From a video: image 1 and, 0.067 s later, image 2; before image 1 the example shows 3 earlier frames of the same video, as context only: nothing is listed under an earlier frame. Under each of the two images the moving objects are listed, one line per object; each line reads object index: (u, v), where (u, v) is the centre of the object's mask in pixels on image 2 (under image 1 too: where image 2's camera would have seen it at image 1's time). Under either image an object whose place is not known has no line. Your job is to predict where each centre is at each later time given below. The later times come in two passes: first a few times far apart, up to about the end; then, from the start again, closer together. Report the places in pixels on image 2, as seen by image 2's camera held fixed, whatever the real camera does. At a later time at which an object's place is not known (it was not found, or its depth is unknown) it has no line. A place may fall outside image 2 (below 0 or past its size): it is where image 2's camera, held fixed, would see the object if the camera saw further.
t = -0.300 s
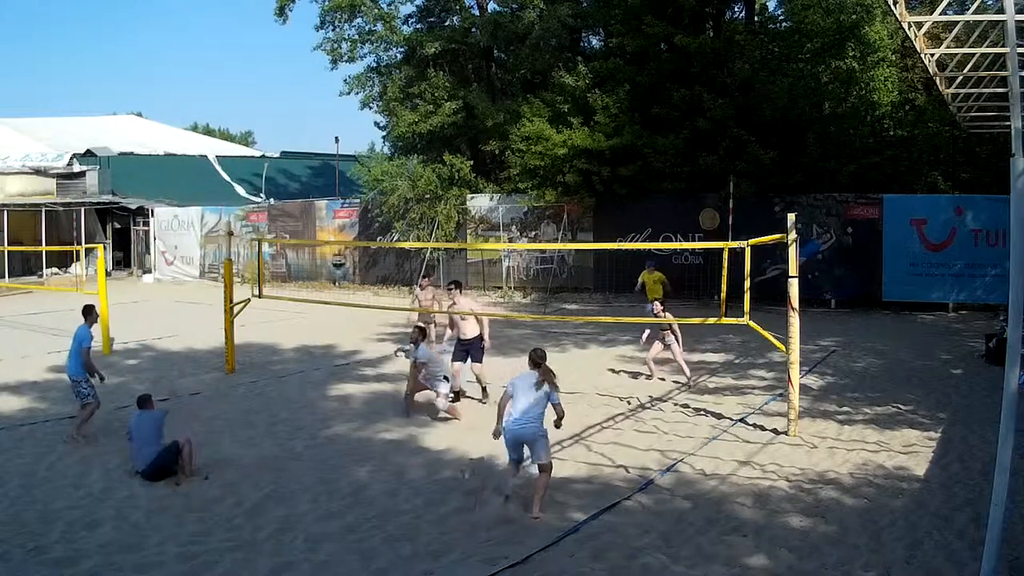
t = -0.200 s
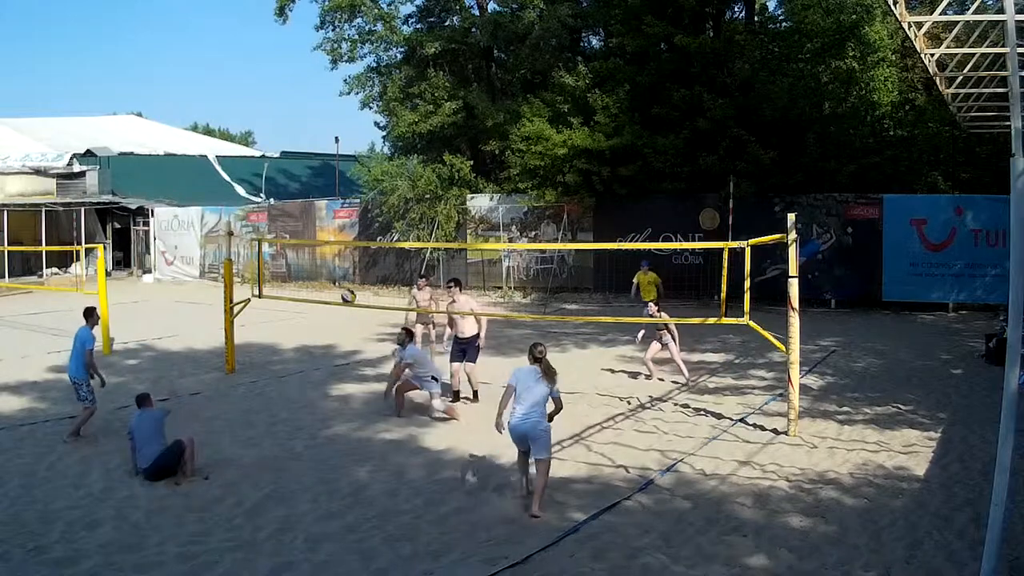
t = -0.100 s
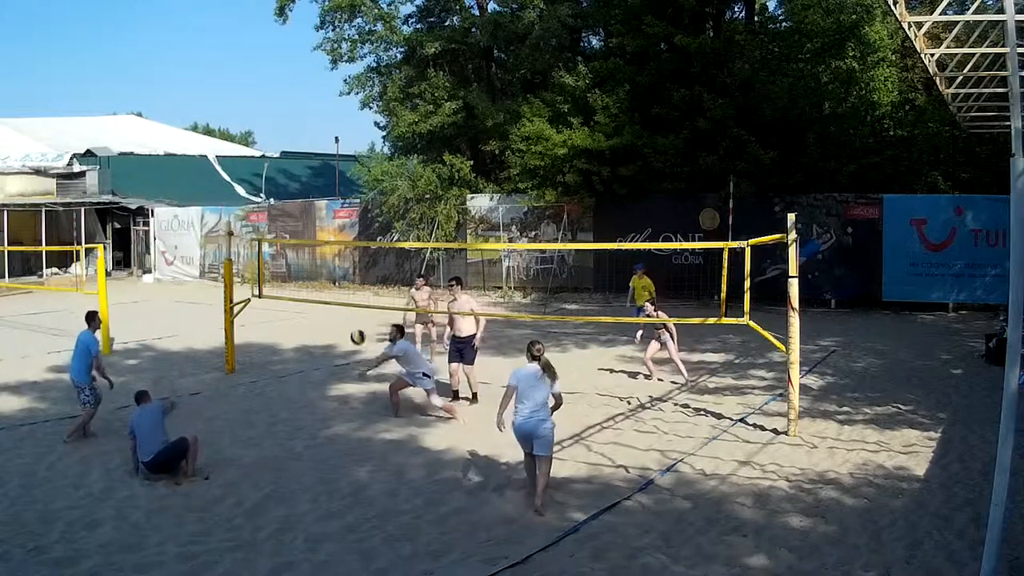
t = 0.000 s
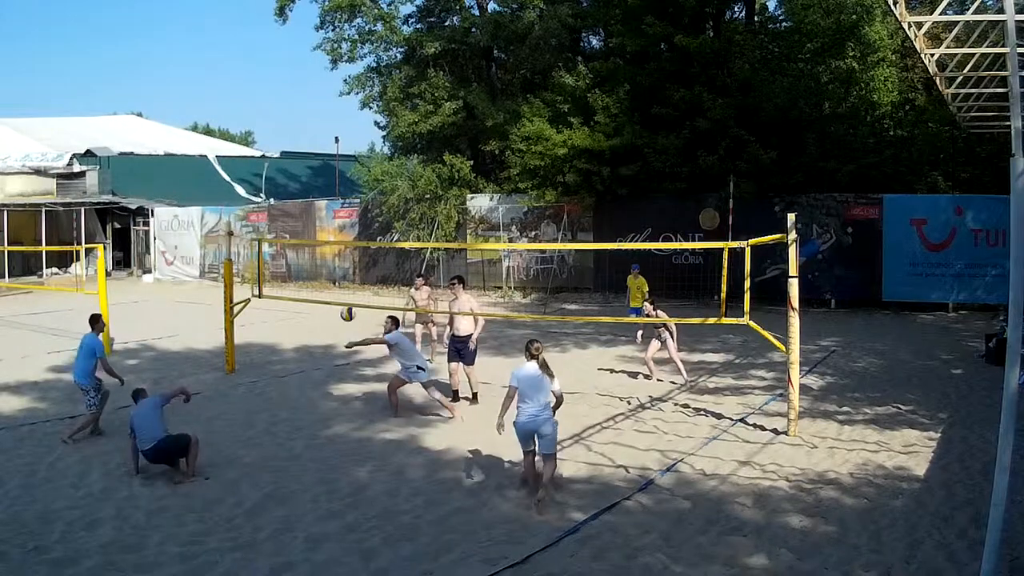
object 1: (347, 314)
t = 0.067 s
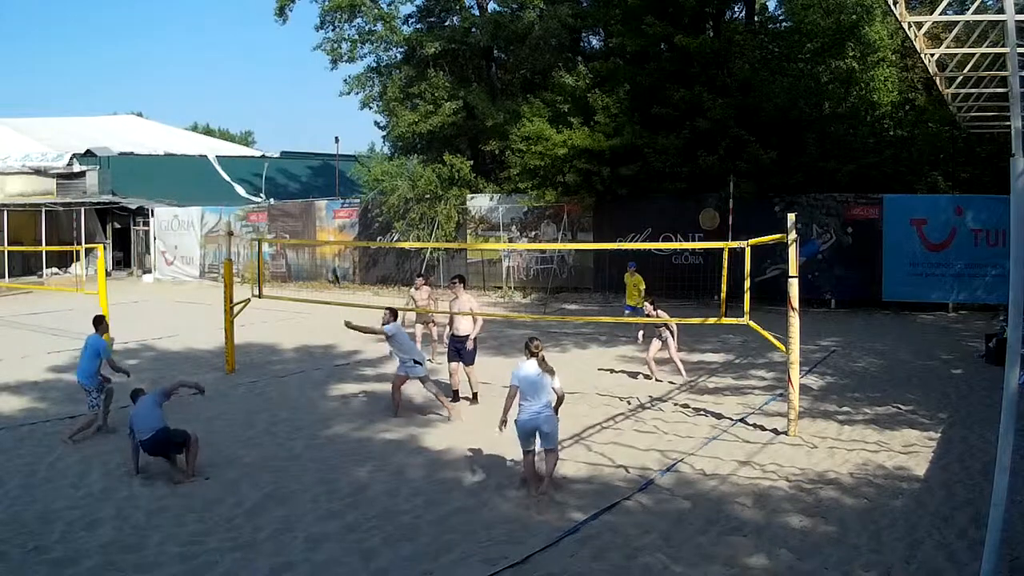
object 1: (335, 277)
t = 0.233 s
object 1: (303, 199)
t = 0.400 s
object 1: (273, 147)
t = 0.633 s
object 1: (232, 106)
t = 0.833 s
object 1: (200, 105)
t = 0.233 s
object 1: (303, 199)
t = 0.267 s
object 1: (297, 188)
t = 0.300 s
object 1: (290, 176)
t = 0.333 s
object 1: (285, 164)
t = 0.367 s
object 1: (279, 155)
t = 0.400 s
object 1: (273, 147)
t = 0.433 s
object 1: (267, 138)
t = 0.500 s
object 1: (255, 124)
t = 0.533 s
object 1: (250, 119)
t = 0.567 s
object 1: (244, 114)
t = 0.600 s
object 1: (238, 110)
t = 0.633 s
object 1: (232, 106)
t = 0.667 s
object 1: (227, 104)
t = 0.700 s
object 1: (221, 103)
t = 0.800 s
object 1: (205, 103)
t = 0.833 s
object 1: (200, 105)
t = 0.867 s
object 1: (194, 107)
